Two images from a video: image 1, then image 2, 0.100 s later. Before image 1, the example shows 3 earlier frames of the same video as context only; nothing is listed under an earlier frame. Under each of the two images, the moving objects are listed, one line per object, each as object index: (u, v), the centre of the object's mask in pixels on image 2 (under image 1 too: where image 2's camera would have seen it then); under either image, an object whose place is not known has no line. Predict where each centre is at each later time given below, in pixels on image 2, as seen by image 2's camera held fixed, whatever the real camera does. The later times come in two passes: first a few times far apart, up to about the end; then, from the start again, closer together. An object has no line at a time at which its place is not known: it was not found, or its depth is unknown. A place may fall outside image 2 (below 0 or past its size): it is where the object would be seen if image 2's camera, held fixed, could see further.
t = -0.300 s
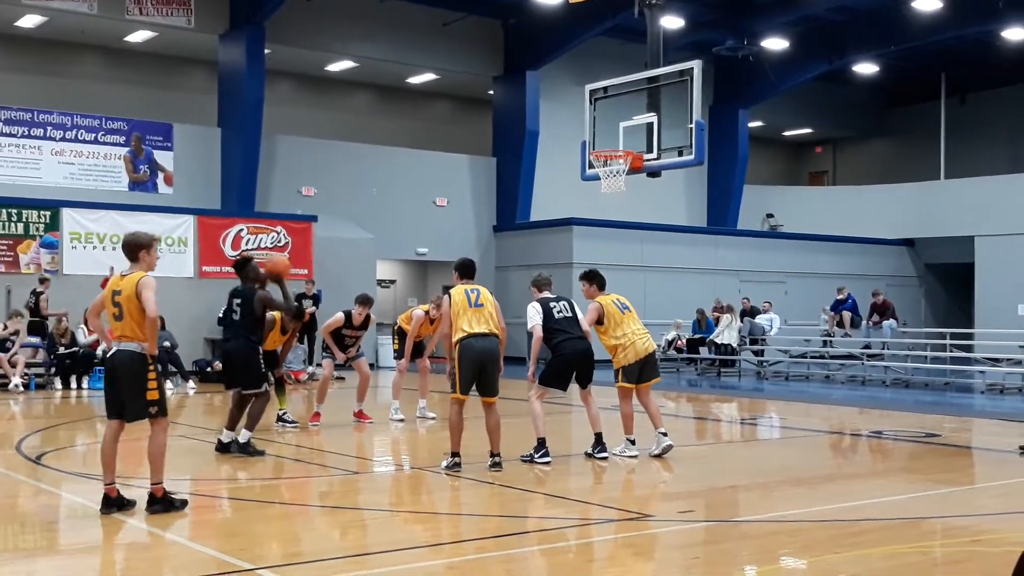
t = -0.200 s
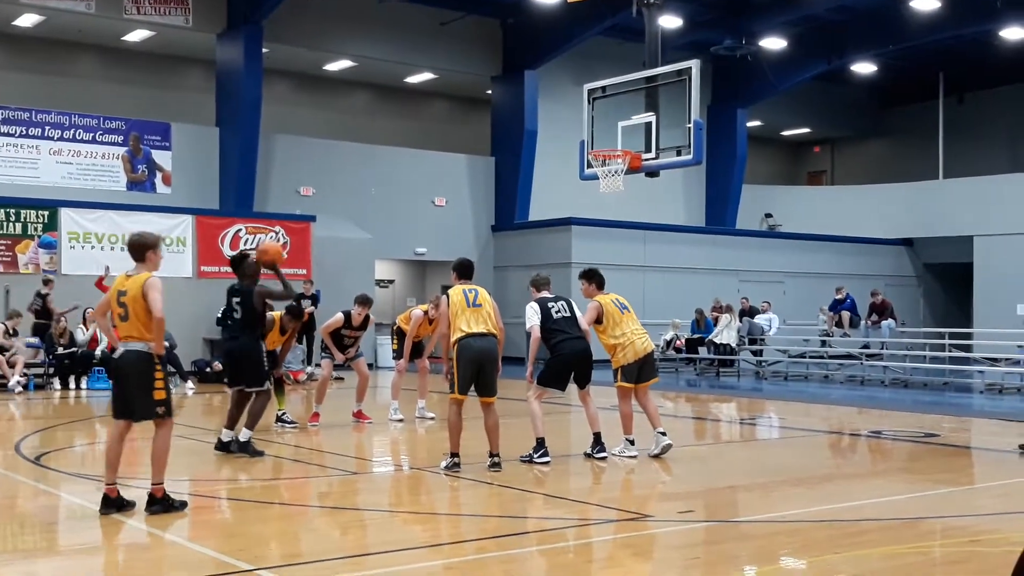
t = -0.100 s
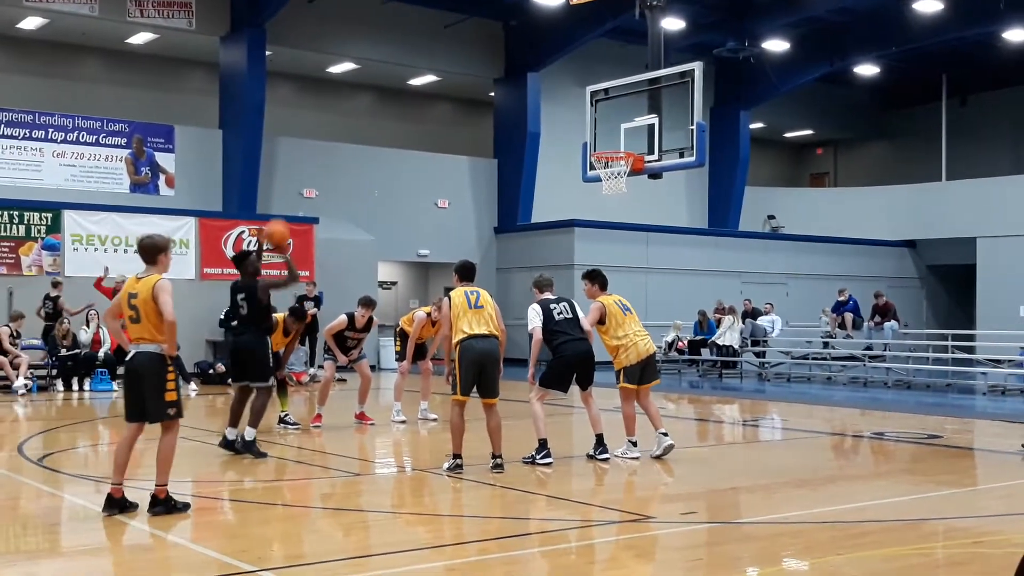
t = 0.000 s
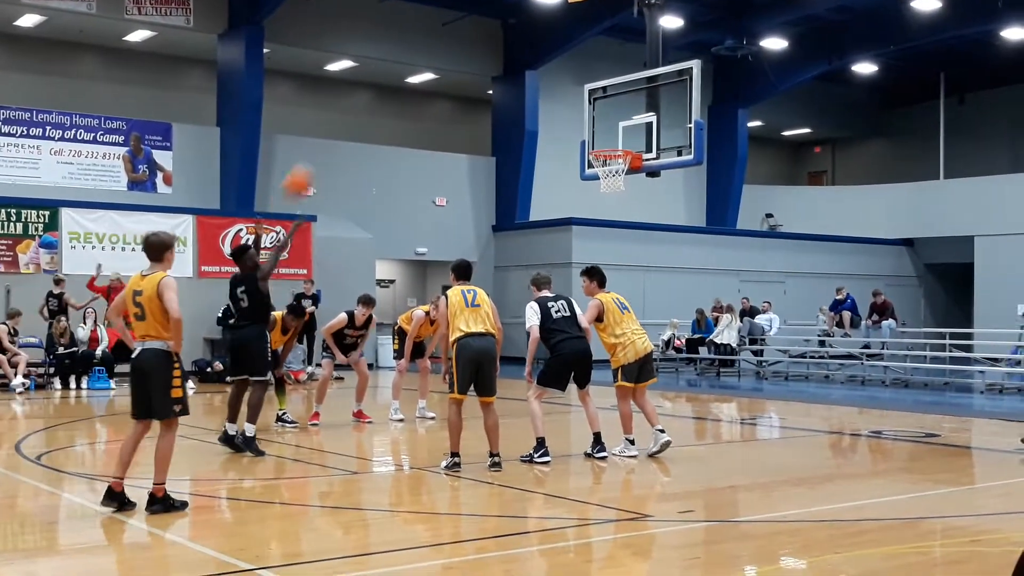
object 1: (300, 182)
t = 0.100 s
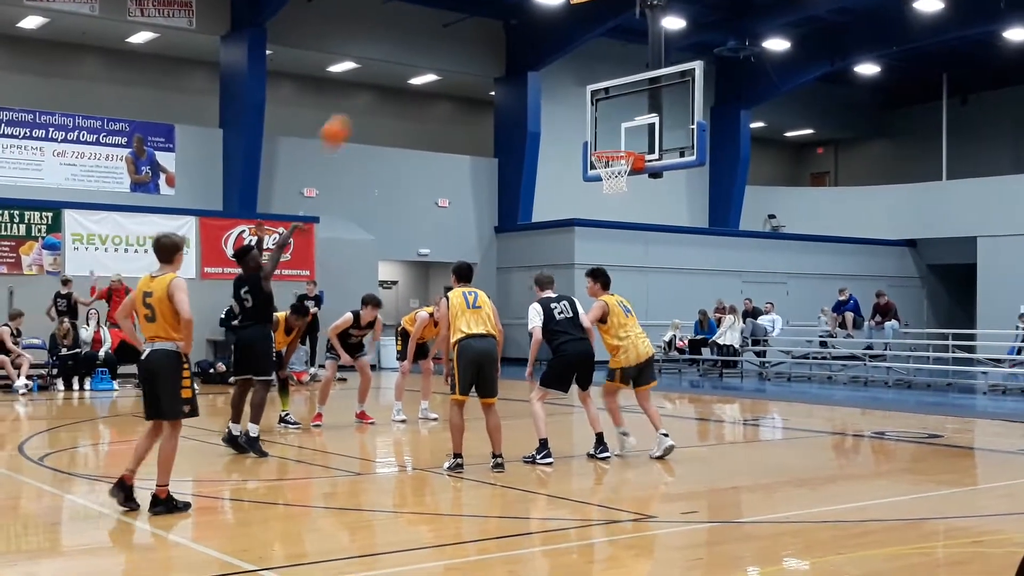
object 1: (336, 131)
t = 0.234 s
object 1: (379, 81)
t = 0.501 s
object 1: (458, 36)
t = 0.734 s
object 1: (521, 54)
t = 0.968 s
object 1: (577, 117)
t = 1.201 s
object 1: (560, 129)
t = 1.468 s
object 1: (507, 153)
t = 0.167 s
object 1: (358, 102)
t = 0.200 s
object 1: (369, 90)
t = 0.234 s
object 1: (379, 81)
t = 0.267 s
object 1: (390, 71)
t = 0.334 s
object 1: (410, 55)
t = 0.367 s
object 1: (420, 48)
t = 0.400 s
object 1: (429, 44)
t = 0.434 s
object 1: (439, 40)
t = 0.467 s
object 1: (449, 37)
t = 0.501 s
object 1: (458, 36)
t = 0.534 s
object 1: (467, 35)
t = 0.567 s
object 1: (477, 36)
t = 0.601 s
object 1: (485, 37)
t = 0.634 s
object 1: (494, 40)
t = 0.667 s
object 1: (503, 44)
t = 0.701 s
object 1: (512, 48)
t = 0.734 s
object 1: (521, 54)
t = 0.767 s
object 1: (528, 59)
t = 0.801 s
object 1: (537, 66)
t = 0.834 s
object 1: (545, 75)
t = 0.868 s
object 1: (553, 84)
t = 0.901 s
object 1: (562, 94)
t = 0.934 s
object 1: (569, 105)
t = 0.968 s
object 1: (577, 117)
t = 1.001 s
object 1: (585, 132)
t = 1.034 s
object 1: (592, 144)
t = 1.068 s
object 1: (588, 142)
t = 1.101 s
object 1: (580, 137)
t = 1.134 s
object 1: (573, 133)
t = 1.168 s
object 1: (566, 130)
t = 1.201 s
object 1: (560, 129)
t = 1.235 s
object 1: (554, 128)
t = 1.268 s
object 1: (547, 129)
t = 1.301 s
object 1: (541, 130)
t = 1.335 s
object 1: (533, 133)
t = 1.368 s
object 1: (528, 136)
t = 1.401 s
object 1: (521, 141)
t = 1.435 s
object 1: (514, 147)
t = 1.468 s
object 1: (507, 153)
